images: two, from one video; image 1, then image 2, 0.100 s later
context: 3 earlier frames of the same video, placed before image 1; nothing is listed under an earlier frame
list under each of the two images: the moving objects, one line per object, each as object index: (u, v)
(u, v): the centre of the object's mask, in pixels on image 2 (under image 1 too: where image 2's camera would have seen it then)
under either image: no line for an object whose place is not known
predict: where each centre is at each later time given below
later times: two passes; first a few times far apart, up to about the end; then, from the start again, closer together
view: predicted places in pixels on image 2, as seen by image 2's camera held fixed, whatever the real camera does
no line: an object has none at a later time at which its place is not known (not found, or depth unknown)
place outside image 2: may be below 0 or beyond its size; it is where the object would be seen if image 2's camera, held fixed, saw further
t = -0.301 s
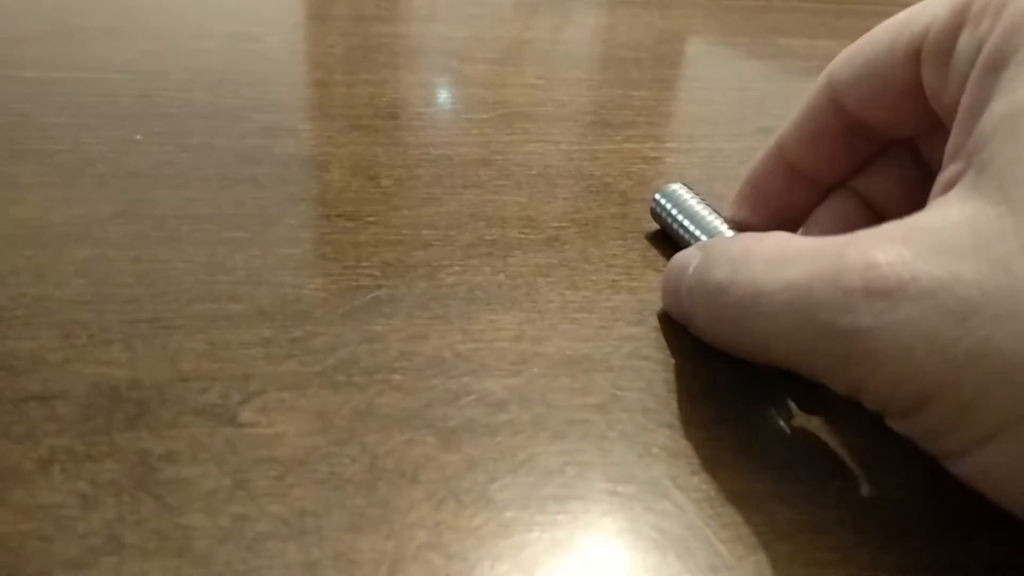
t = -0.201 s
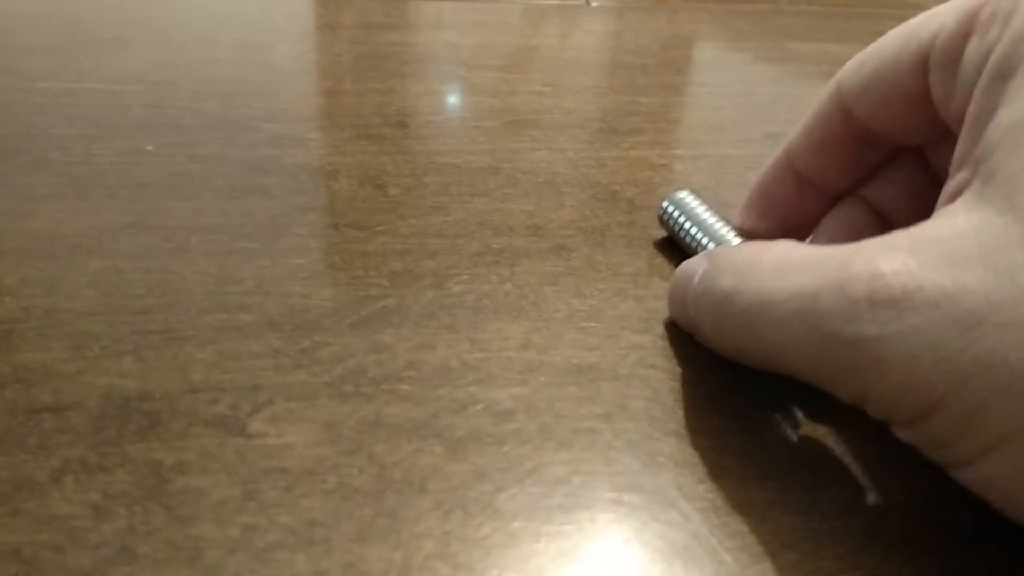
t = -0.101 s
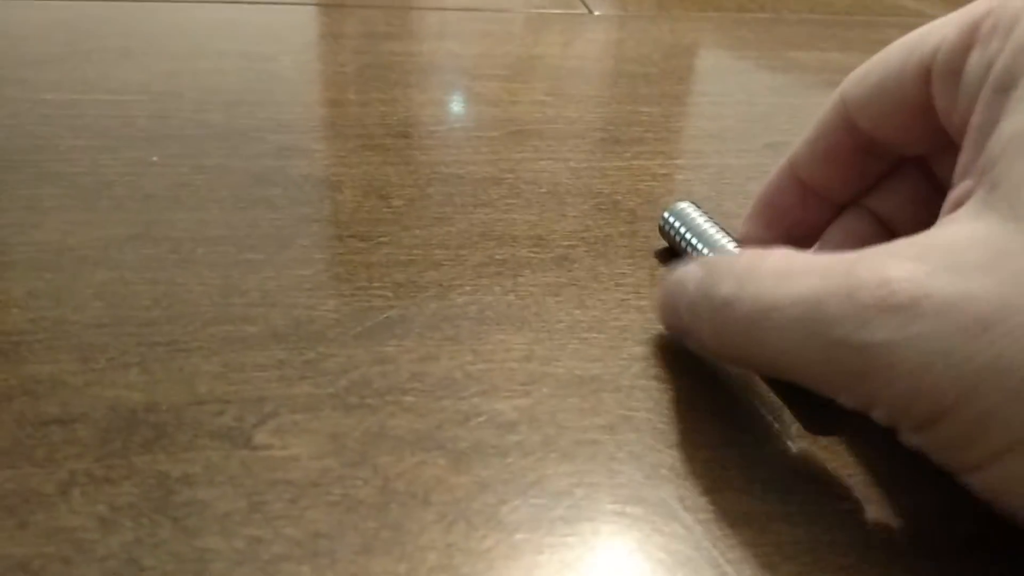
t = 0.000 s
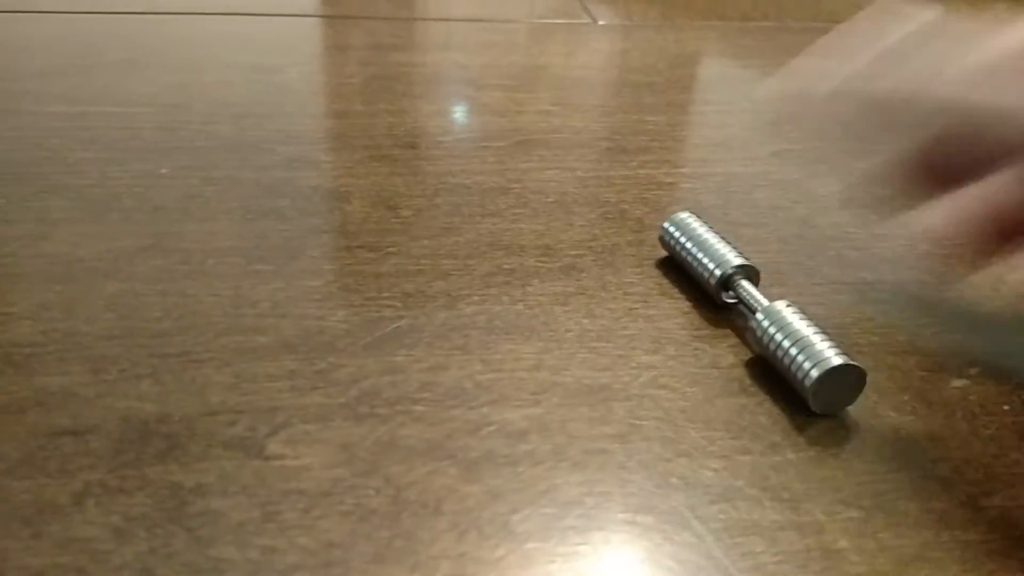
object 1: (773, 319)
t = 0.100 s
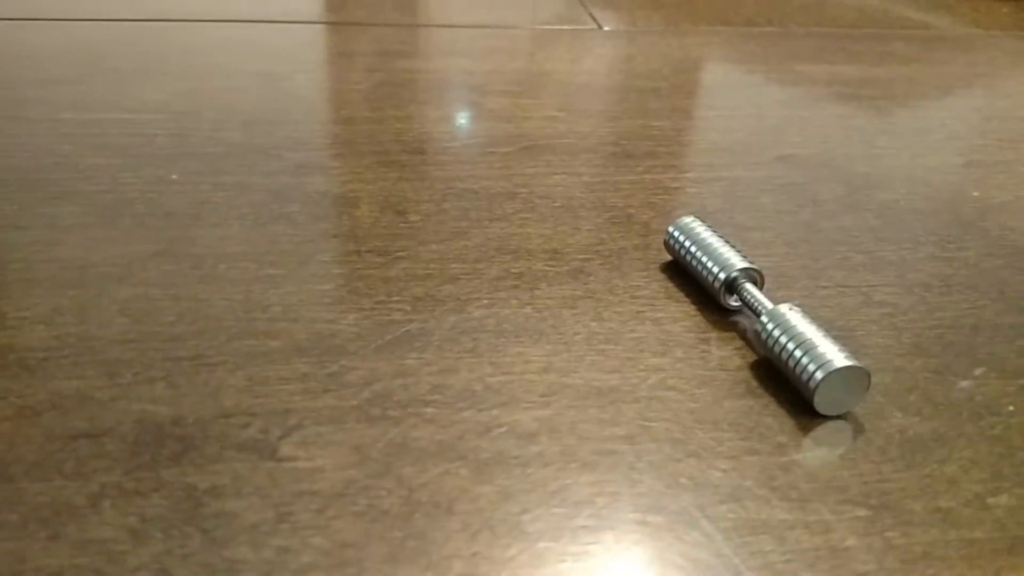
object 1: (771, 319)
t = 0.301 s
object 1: (782, 318)
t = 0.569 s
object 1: (794, 315)
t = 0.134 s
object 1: (771, 319)
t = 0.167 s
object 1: (774, 319)
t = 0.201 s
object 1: (777, 319)
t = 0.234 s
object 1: (778, 319)
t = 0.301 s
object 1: (782, 318)
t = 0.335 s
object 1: (784, 317)
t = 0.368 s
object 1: (785, 317)
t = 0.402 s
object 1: (787, 317)
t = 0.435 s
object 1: (789, 317)
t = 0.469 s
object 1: (790, 317)
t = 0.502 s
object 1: (791, 316)
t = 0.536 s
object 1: (793, 316)
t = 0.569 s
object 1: (794, 315)
